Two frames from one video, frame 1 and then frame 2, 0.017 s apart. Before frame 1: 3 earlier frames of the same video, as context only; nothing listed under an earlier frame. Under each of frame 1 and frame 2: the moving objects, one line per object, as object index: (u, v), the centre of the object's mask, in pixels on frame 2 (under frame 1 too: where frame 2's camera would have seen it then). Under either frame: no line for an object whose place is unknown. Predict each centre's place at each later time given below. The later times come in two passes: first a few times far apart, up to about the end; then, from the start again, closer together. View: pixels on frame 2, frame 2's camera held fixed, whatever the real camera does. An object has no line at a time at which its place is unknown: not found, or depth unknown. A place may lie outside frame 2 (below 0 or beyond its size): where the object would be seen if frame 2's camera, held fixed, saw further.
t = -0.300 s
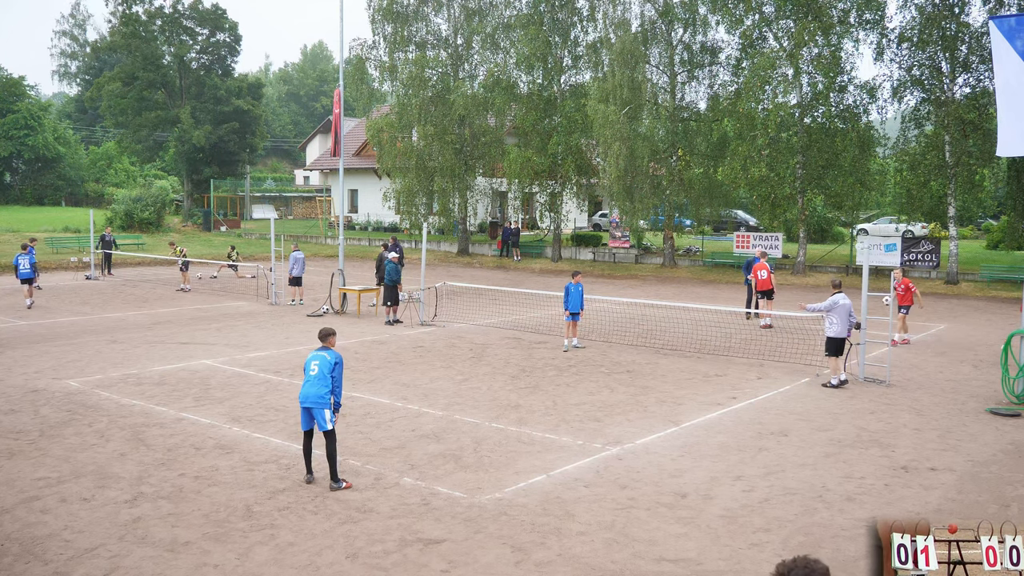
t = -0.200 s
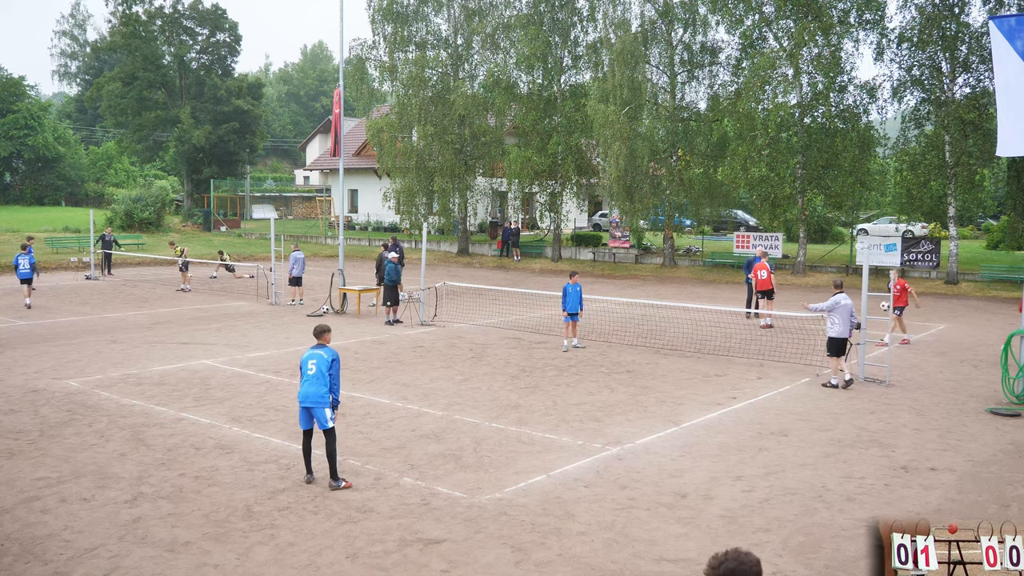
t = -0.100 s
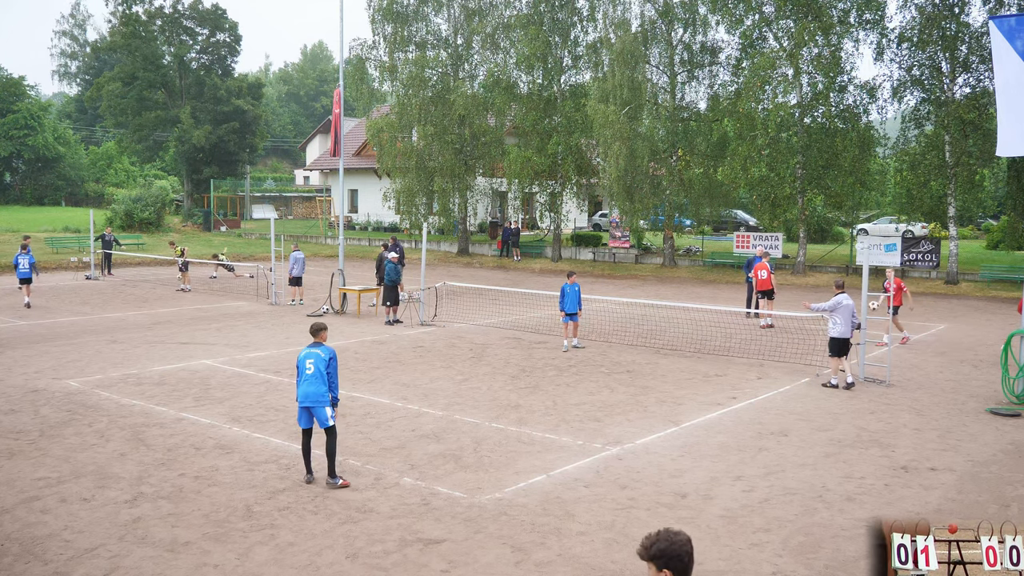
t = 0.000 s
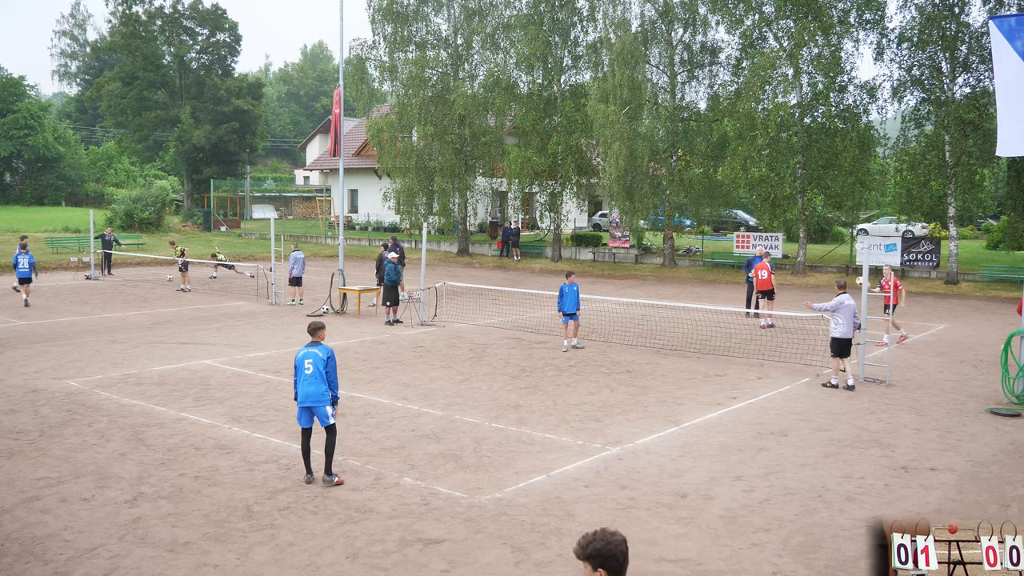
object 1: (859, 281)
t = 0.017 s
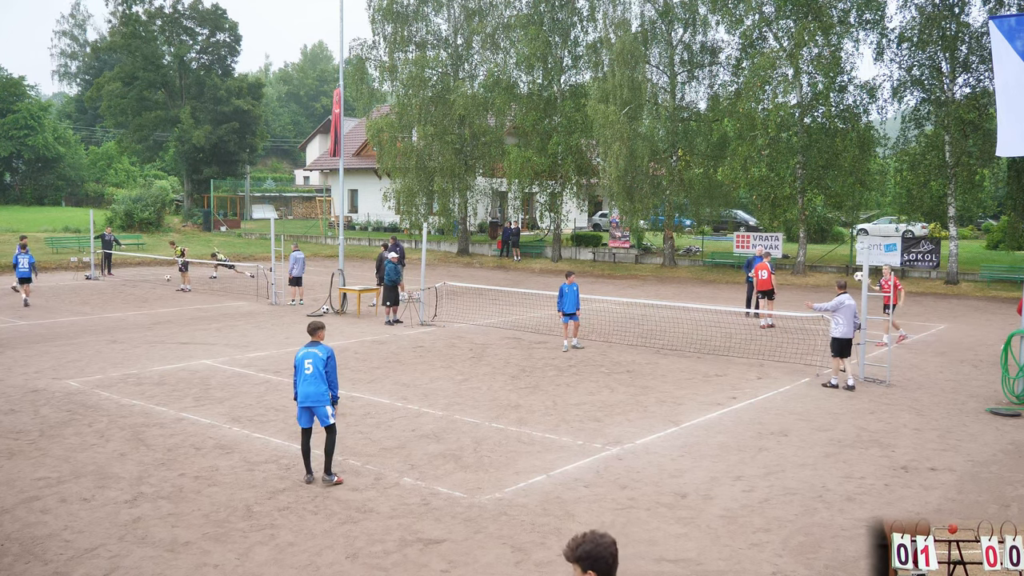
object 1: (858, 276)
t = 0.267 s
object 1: (829, 218)
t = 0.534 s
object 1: (789, 186)
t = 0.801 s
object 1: (743, 192)
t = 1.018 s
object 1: (700, 229)
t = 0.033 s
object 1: (856, 271)
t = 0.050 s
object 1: (855, 268)
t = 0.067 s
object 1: (853, 263)
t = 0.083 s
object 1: (850, 258)
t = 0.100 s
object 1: (849, 254)
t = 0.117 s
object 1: (847, 250)
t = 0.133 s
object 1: (845, 246)
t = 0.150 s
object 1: (843, 242)
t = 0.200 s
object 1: (837, 231)
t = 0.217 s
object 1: (835, 227)
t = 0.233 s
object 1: (832, 224)
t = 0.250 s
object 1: (830, 220)
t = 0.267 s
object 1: (829, 218)
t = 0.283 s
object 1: (827, 215)
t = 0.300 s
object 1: (825, 212)
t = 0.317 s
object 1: (822, 209)
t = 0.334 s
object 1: (819, 207)
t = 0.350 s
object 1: (817, 205)
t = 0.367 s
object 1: (814, 203)
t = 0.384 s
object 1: (812, 200)
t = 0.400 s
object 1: (809, 198)
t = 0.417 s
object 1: (807, 196)
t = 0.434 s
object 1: (804, 194)
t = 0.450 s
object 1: (801, 193)
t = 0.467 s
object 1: (799, 191)
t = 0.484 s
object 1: (796, 190)
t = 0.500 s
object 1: (794, 188)
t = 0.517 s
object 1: (791, 187)
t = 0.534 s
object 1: (789, 186)
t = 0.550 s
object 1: (786, 185)
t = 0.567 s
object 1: (784, 185)
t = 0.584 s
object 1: (780, 184)
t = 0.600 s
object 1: (778, 184)
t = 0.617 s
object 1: (775, 184)
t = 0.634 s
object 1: (772, 183)
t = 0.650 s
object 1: (769, 184)
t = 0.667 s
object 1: (766, 184)
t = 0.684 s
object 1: (763, 184)
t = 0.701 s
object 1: (760, 185)
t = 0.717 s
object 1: (758, 186)
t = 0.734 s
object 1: (755, 187)
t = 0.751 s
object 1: (752, 188)
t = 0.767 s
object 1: (748, 189)
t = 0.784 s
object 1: (745, 190)
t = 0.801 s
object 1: (743, 192)
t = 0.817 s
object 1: (740, 194)
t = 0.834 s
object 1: (737, 196)
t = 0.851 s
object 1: (733, 198)
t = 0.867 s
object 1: (730, 200)
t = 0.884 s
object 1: (727, 203)
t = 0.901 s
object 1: (724, 205)
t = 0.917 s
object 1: (720, 208)
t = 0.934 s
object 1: (717, 211)
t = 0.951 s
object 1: (714, 214)
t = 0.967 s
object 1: (711, 218)
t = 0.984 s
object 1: (707, 221)
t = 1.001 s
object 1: (704, 225)
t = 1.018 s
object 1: (700, 229)
